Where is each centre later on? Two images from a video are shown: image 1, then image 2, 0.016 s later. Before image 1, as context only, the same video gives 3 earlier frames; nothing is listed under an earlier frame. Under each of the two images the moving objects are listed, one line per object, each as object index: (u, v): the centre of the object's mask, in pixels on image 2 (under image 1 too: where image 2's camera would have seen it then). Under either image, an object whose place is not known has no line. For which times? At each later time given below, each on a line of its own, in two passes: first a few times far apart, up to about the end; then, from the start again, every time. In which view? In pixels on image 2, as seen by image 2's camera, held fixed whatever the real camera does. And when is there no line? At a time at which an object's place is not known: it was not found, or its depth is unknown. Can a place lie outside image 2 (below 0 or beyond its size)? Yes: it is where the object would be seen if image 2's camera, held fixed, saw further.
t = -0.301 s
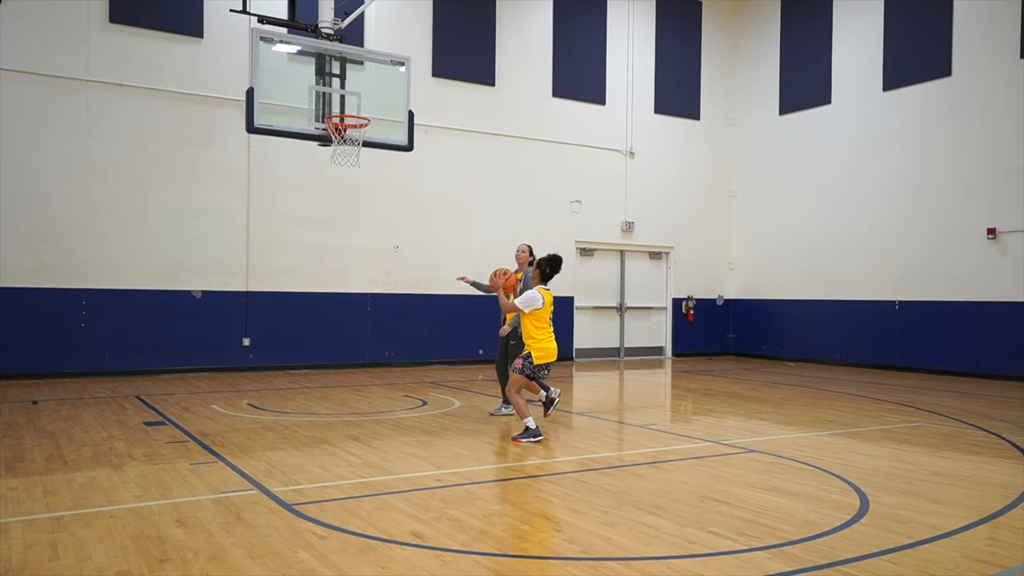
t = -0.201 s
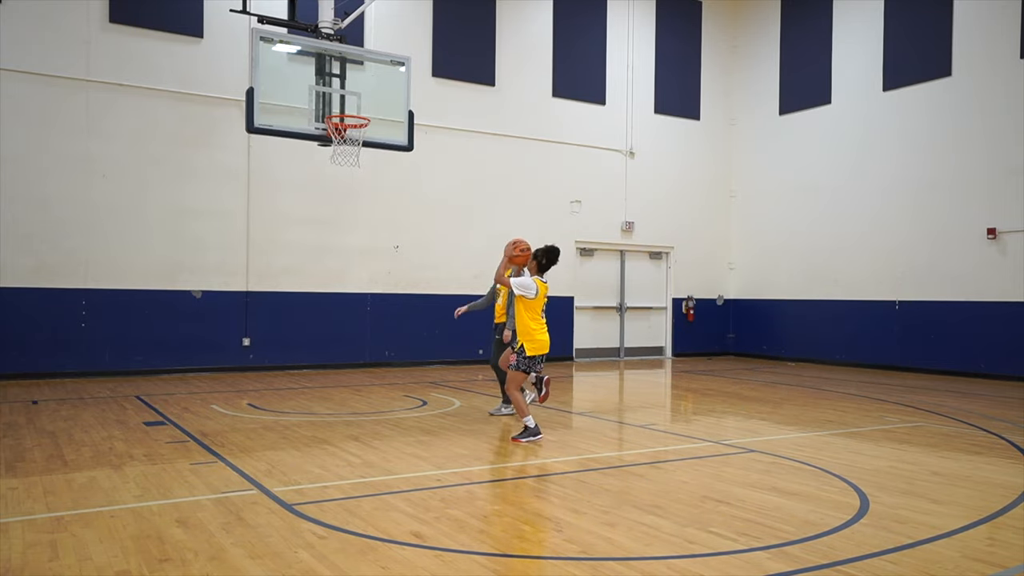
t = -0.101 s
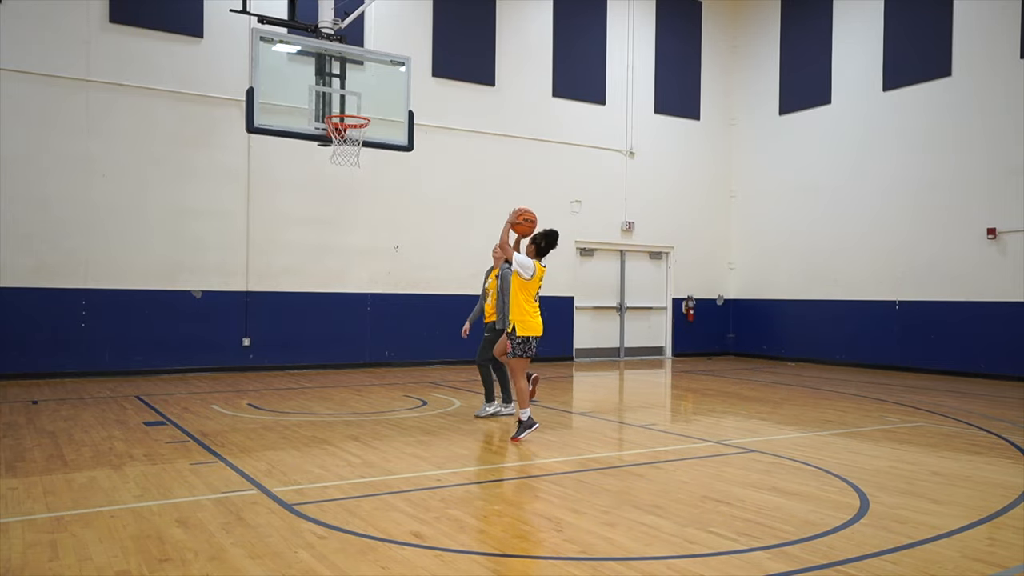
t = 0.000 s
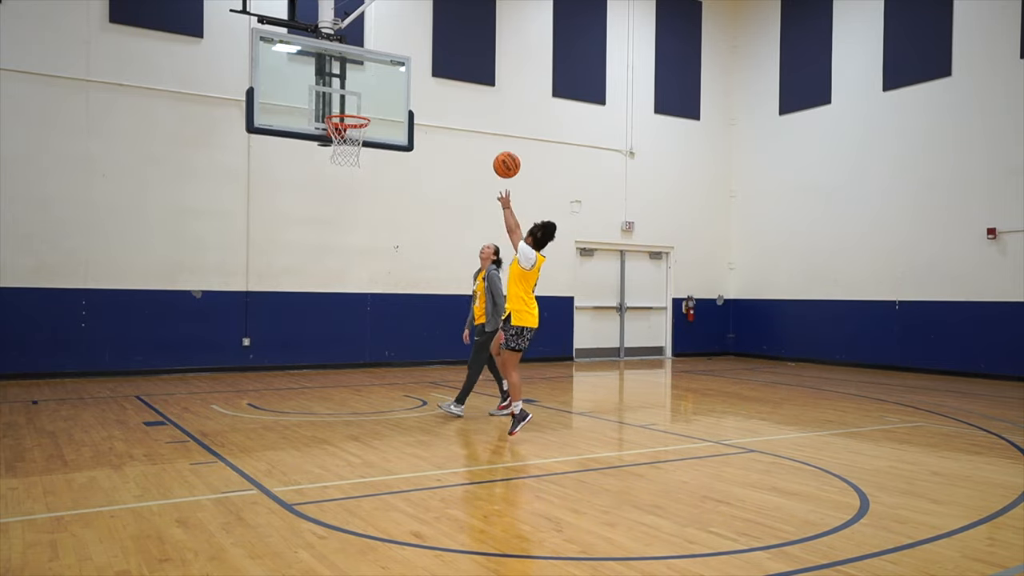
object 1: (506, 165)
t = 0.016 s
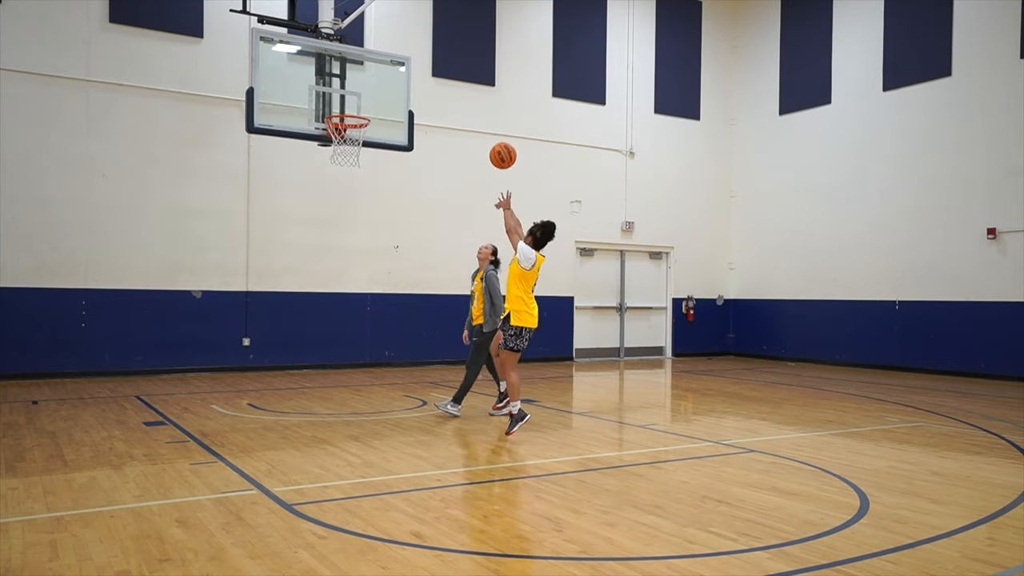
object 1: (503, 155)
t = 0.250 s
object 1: (454, 68)
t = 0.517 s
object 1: (408, 47)
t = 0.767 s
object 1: (370, 90)
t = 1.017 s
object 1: (333, 143)
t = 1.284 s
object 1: (317, 196)
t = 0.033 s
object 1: (499, 147)
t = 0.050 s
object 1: (495, 138)
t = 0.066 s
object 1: (492, 130)
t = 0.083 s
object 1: (488, 123)
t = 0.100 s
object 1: (484, 116)
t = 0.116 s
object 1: (481, 109)
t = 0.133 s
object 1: (477, 102)
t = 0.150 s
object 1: (474, 96)
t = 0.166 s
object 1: (470, 90)
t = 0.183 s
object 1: (467, 85)
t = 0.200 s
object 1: (464, 80)
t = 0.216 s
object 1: (461, 76)
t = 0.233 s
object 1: (457, 71)
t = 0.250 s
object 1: (454, 68)
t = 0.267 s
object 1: (451, 64)
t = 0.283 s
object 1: (448, 61)
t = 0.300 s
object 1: (445, 58)
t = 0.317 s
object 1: (442, 56)
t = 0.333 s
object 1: (439, 53)
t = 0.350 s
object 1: (436, 51)
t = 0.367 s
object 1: (433, 50)
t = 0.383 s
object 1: (430, 48)
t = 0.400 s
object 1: (427, 47)
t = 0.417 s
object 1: (424, 46)
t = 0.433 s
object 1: (422, 46)
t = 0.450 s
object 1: (419, 45)
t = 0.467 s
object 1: (416, 46)
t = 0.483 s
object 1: (413, 46)
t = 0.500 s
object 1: (411, 47)
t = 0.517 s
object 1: (408, 47)
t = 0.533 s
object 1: (405, 48)
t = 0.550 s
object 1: (403, 50)
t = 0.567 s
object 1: (400, 52)
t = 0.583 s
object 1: (398, 54)
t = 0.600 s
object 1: (395, 56)
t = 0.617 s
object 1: (392, 58)
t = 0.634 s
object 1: (390, 61)
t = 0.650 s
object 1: (388, 64)
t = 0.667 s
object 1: (385, 67)
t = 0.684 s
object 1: (382, 70)
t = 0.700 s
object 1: (380, 74)
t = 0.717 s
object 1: (377, 77)
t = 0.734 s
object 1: (375, 81)
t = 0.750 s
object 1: (373, 86)
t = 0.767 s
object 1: (370, 90)
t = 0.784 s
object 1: (368, 95)
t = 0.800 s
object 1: (366, 100)
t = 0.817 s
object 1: (363, 105)
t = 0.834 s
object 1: (361, 109)
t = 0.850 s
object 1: (359, 116)
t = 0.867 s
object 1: (357, 120)
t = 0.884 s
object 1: (354, 122)
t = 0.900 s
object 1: (349, 125)
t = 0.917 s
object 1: (346, 127)
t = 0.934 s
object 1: (343, 129)
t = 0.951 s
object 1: (341, 132)
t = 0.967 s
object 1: (338, 134)
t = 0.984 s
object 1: (336, 137)
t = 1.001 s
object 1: (335, 140)
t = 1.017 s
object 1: (333, 143)
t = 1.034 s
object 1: (331, 145)
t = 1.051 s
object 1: (330, 146)
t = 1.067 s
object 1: (329, 147)
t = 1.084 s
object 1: (328, 153)
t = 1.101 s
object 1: (327, 154)
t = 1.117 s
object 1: (326, 156)
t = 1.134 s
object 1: (326, 158)
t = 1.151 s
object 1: (325, 161)
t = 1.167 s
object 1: (324, 165)
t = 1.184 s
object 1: (323, 168)
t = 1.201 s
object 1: (322, 172)
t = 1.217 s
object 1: (321, 176)
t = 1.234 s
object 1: (320, 181)
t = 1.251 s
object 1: (319, 186)
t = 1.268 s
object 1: (318, 191)
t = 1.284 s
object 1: (317, 196)
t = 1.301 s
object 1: (316, 201)
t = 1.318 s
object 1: (315, 207)
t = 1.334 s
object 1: (315, 213)
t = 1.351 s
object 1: (313, 220)
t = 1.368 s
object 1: (313, 227)
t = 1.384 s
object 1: (312, 233)
